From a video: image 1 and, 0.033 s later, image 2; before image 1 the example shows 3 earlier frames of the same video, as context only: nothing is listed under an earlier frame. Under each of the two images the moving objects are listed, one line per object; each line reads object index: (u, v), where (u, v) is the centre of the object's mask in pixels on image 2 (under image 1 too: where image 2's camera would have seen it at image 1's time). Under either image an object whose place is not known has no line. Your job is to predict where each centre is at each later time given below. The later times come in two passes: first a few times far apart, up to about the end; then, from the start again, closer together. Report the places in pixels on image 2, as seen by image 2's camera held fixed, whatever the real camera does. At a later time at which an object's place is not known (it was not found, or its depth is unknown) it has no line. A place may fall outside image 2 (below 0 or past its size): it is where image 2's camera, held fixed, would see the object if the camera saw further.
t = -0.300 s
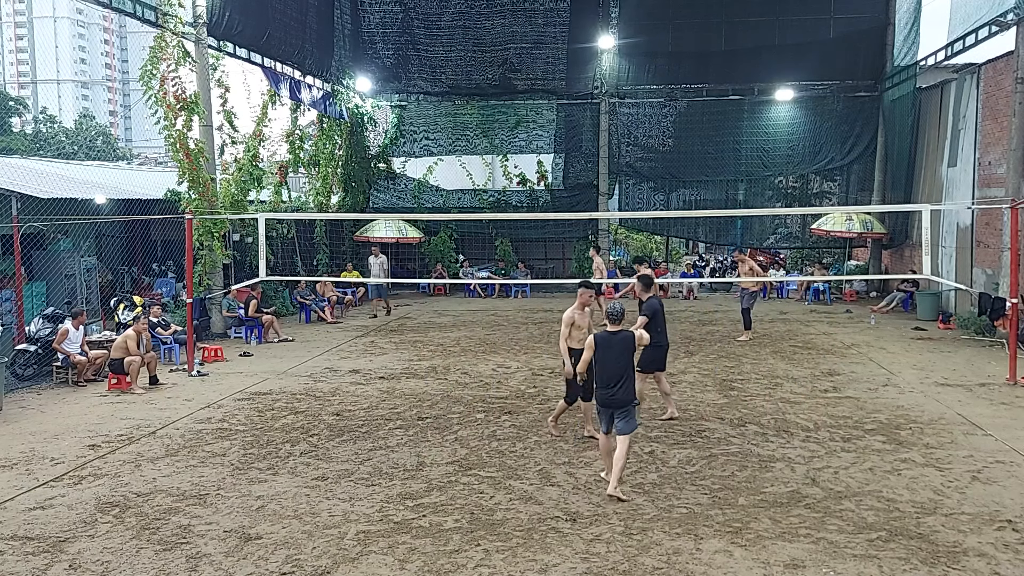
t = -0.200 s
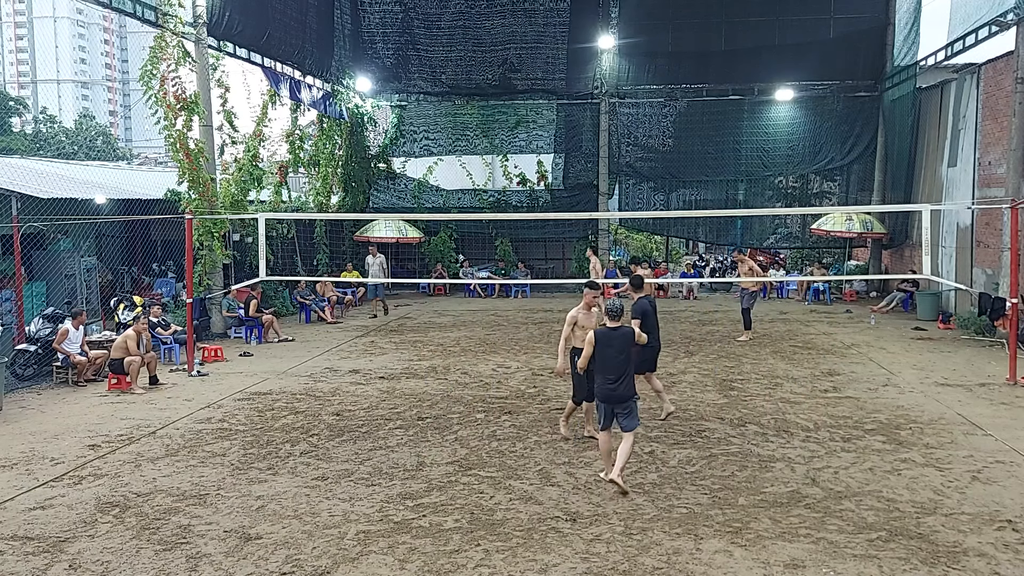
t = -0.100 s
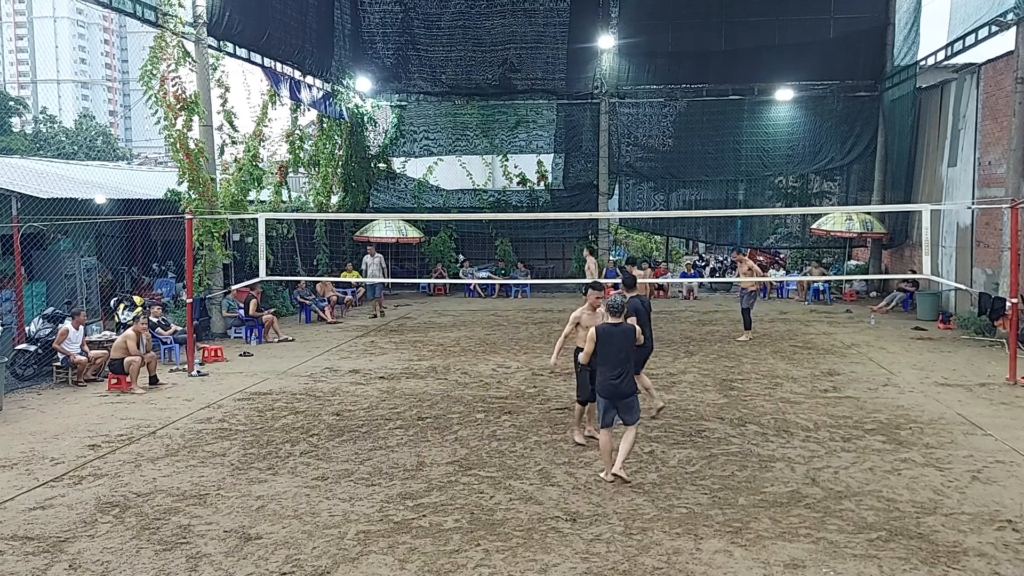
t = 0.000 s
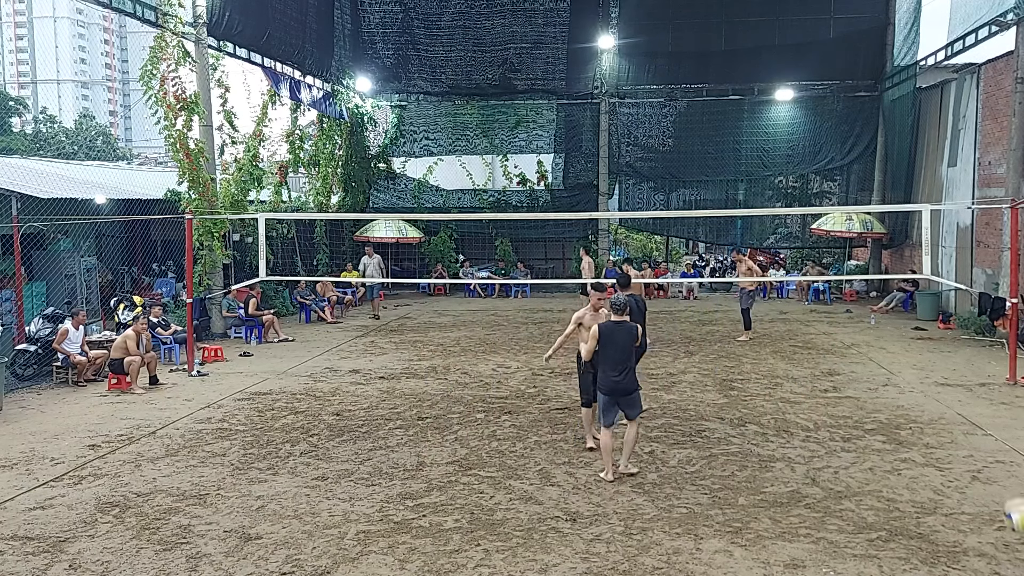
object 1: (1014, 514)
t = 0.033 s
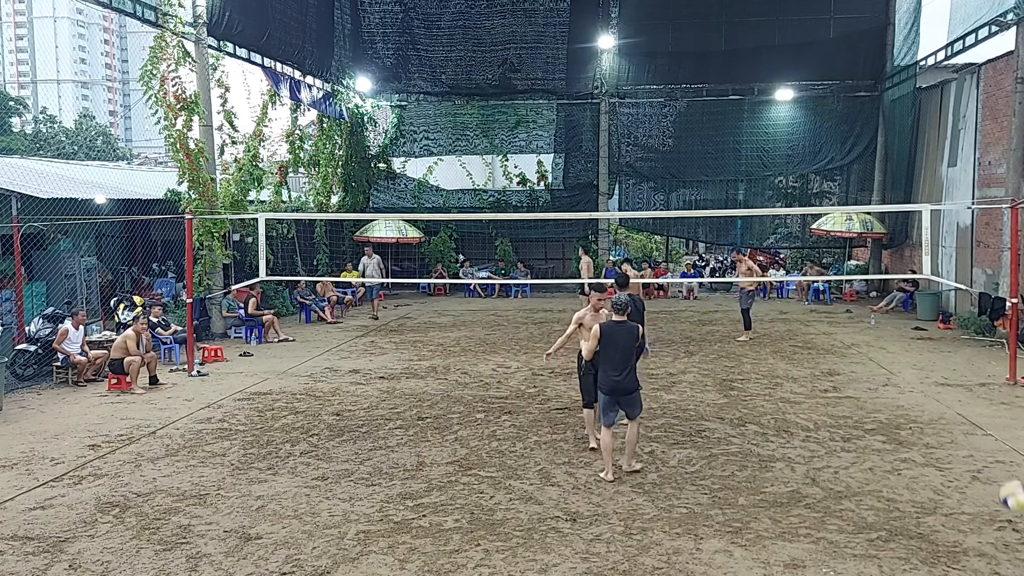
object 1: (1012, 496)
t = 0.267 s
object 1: (982, 408)
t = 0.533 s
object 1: (943, 395)
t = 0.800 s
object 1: (897, 484)
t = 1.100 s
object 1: (843, 513)
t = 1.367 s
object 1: (788, 502)
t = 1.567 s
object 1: (745, 562)
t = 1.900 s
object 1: (684, 545)
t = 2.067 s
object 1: (653, 565)
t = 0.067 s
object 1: (1010, 481)
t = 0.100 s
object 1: (1007, 465)
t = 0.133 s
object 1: (1001, 451)
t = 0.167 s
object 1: (997, 437)
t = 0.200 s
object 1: (992, 426)
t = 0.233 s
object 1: (987, 416)
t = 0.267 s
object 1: (982, 408)
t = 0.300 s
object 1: (978, 401)
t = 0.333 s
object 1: (973, 396)
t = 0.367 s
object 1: (968, 393)
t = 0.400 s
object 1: (963, 390)
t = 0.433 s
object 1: (959, 389)
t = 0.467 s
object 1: (953, 390)
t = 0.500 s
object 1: (948, 392)
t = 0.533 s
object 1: (943, 395)
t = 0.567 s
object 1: (937, 401)
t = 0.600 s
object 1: (932, 408)
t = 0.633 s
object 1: (925, 416)
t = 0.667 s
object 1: (920, 427)
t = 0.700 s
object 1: (914, 439)
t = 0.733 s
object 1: (909, 452)
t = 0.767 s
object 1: (904, 468)
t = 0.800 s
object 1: (897, 484)
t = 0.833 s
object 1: (892, 503)
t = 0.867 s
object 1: (886, 524)
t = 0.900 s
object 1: (880, 547)
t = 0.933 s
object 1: (874, 564)
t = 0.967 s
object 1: (868, 558)
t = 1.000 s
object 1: (861, 544)
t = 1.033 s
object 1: (855, 533)
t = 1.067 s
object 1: (848, 521)
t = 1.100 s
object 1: (843, 513)
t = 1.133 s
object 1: (835, 506)
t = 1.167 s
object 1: (829, 501)
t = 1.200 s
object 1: (822, 497)
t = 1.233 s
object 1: (816, 495)
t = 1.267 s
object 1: (809, 494)
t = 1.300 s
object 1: (802, 495)
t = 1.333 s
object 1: (796, 498)
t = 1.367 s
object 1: (788, 502)
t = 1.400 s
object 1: (782, 508)
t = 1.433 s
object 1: (774, 516)
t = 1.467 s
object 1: (767, 525)
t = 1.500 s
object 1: (760, 536)
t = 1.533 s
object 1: (753, 549)
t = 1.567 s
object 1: (745, 562)
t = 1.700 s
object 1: (720, 564)
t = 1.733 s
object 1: (714, 559)
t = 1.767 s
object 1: (708, 554)
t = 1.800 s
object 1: (702, 548)
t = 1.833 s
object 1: (696, 546)
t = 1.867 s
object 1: (691, 544)
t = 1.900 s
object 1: (684, 545)
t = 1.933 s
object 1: (678, 546)
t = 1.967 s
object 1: (671, 551)
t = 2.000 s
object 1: (665, 557)
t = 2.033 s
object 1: (659, 560)
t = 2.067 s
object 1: (653, 565)
